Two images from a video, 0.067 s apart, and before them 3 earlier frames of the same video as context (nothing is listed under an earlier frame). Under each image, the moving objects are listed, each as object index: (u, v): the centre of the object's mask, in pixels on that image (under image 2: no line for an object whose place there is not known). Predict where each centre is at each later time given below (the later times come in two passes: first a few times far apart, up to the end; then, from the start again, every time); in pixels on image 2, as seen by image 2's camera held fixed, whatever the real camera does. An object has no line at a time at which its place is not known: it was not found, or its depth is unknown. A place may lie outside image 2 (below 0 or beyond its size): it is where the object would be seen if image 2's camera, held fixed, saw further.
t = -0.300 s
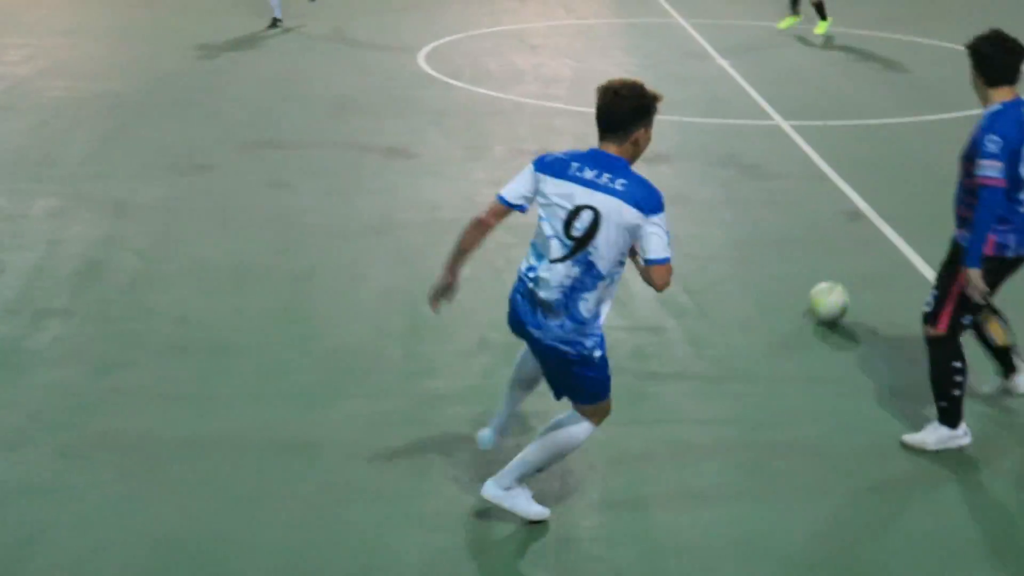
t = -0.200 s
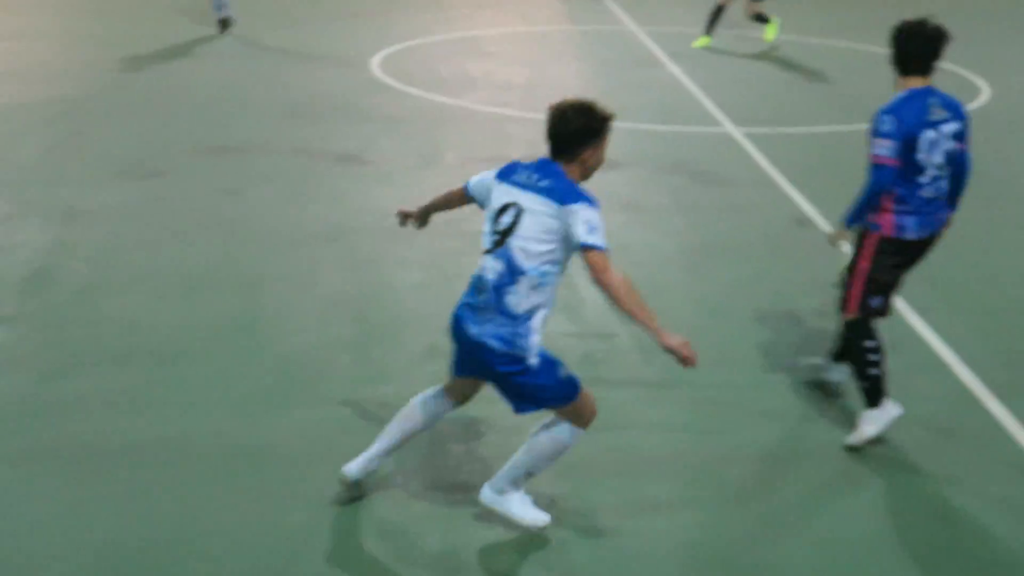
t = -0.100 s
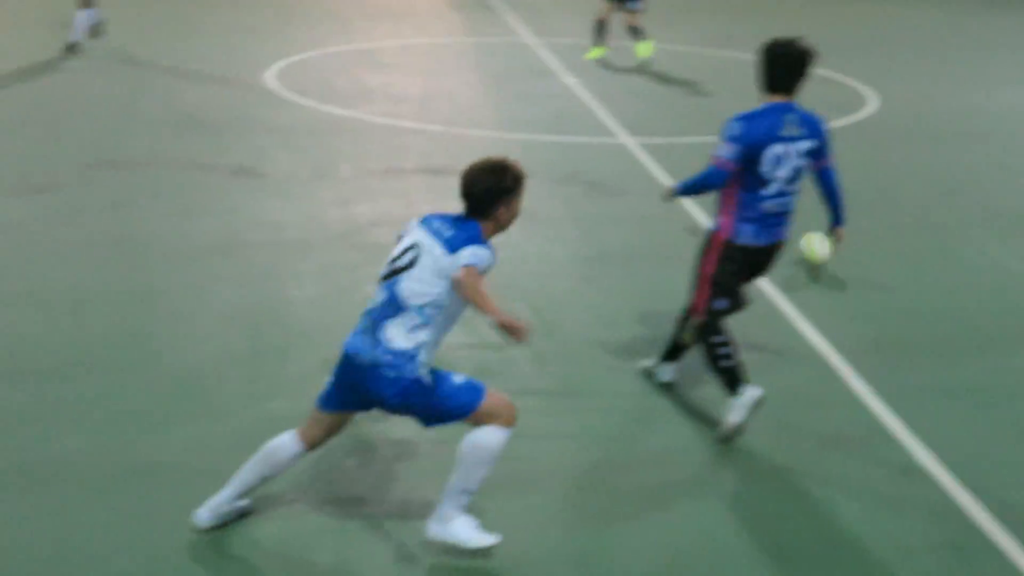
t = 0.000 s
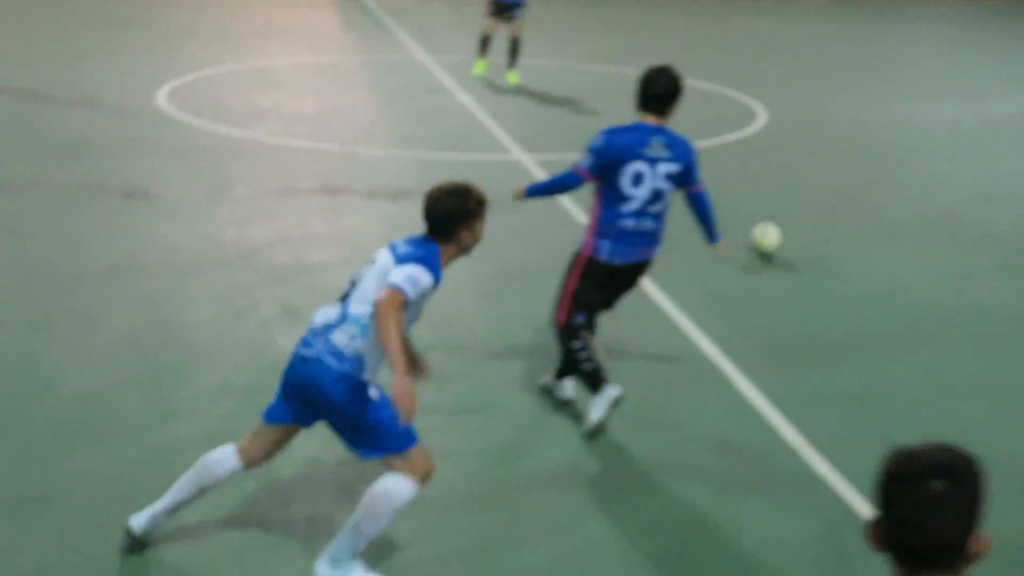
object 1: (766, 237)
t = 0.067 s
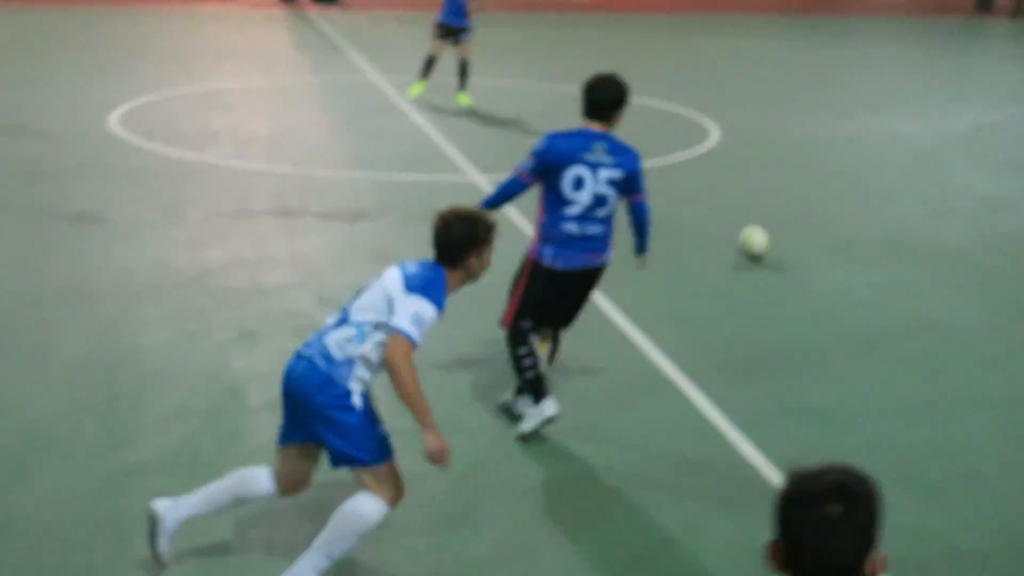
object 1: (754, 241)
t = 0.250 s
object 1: (837, 206)
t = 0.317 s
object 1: (865, 194)
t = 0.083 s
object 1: (762, 238)
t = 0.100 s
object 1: (770, 233)
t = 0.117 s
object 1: (777, 229)
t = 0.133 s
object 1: (785, 225)
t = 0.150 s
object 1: (793, 222)
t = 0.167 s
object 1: (801, 219)
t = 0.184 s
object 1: (808, 217)
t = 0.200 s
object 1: (815, 216)
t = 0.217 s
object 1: (822, 213)
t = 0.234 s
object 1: (830, 210)
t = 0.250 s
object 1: (837, 206)
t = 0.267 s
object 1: (844, 203)
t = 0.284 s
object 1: (851, 199)
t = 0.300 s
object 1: (858, 196)
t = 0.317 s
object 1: (865, 194)
